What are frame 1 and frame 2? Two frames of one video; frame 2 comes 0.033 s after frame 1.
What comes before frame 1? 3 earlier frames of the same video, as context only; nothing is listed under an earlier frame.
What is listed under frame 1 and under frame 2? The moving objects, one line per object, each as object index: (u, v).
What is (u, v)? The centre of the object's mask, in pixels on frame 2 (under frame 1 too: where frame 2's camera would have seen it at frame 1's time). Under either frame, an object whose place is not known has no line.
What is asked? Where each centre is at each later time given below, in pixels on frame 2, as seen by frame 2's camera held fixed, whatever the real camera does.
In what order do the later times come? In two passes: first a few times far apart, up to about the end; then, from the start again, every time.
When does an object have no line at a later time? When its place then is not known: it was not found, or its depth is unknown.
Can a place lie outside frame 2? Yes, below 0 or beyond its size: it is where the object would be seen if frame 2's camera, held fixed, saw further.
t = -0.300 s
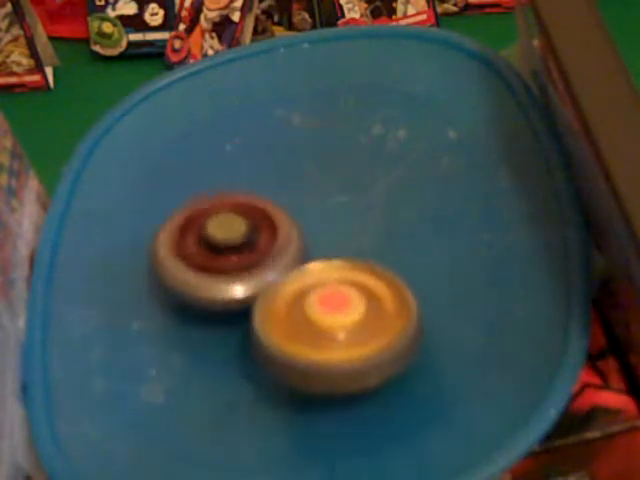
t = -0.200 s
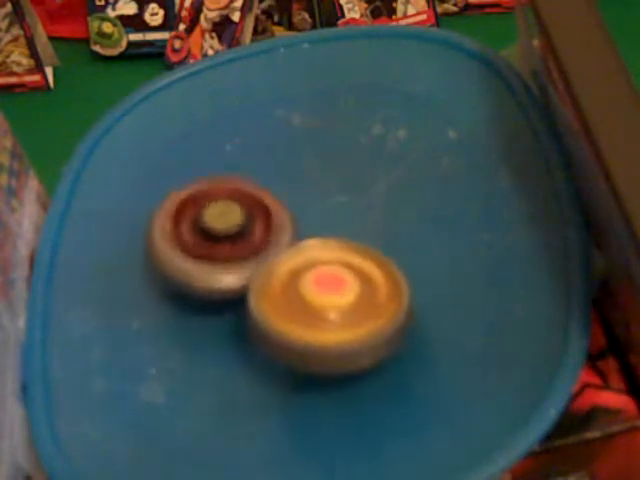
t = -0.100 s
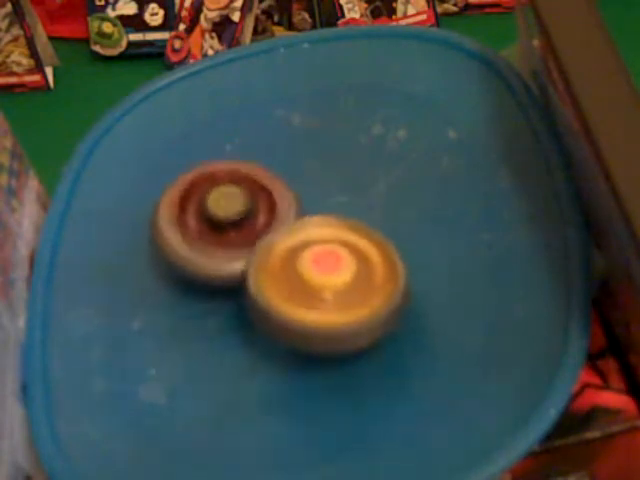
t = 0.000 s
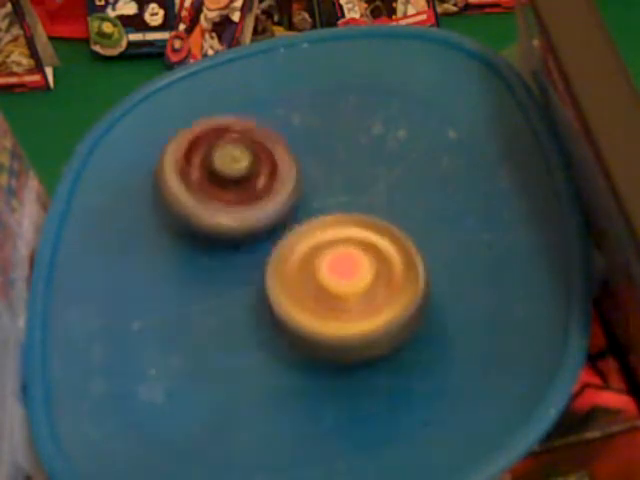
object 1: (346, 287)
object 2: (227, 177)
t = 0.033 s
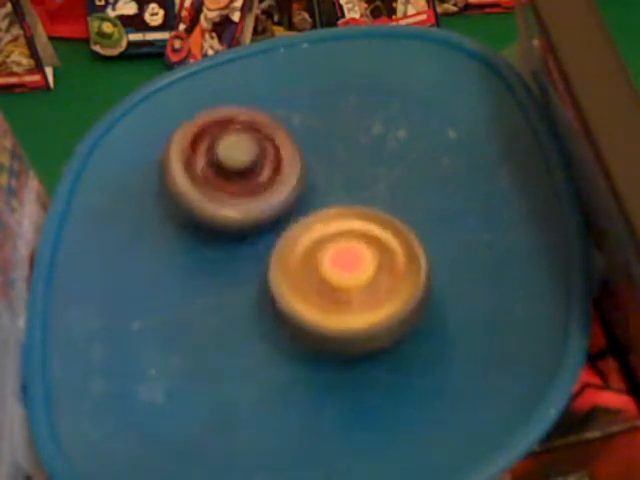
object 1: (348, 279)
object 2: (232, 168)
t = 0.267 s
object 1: (371, 230)
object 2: (290, 120)
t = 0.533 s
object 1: (390, 270)
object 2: (358, 68)
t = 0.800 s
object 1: (394, 296)
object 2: (374, 100)
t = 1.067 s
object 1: (361, 307)
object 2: (309, 164)
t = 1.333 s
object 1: (318, 287)
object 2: (205, 188)
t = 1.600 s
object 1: (305, 240)
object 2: (179, 160)
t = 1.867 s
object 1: (326, 197)
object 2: (227, 134)
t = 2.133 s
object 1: (387, 204)
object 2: (258, 151)
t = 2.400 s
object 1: (409, 235)
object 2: (222, 193)
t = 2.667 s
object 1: (357, 275)
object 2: (189, 220)
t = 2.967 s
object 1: (324, 297)
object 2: (181, 185)
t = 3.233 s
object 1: (320, 257)
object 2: (221, 179)
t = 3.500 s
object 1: (368, 236)
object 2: (255, 170)
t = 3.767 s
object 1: (398, 225)
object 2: (253, 205)
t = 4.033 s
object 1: (381, 234)
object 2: (219, 227)
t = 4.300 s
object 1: (365, 246)
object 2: (217, 204)
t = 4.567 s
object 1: (356, 245)
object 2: (228, 200)
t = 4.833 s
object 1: (374, 256)
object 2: (223, 194)
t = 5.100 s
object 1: (361, 259)
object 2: (229, 235)
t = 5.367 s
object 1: (347, 256)
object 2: (200, 223)
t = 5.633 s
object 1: (342, 228)
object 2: (211, 241)
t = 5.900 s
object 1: (349, 198)
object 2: (217, 244)
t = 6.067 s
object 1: (359, 186)
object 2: (215, 234)
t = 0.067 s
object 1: (351, 271)
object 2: (238, 160)
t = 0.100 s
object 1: (354, 264)
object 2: (245, 152)
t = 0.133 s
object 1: (358, 257)
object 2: (253, 144)
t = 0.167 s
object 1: (361, 249)
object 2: (261, 137)
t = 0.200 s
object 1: (364, 242)
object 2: (271, 130)
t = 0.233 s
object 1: (367, 236)
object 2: (280, 125)
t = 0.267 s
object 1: (371, 230)
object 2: (290, 120)
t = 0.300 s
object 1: (374, 224)
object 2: (300, 116)
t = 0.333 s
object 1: (377, 218)
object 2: (311, 112)
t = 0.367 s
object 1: (380, 214)
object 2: (320, 109)
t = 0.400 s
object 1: (383, 208)
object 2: (330, 107)
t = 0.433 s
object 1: (386, 204)
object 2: (339, 104)
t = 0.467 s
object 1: (391, 224)
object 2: (351, 98)
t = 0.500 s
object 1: (392, 250)
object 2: (355, 80)
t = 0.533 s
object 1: (390, 270)
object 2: (358, 68)
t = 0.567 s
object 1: (387, 282)
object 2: (363, 64)
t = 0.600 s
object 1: (388, 285)
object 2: (370, 65)
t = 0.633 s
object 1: (391, 287)
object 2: (373, 69)
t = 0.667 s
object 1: (393, 288)
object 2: (376, 74)
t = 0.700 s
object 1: (395, 290)
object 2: (377, 79)
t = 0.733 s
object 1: (396, 291)
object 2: (376, 86)
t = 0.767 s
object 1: (395, 294)
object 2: (377, 91)
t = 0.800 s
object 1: (394, 296)
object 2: (374, 100)
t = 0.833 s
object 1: (392, 299)
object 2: (372, 108)
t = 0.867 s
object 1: (389, 300)
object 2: (364, 118)
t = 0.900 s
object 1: (386, 302)
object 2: (359, 126)
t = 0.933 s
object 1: (382, 304)
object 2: (351, 134)
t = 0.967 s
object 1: (377, 306)
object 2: (343, 142)
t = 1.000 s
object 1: (372, 307)
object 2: (332, 150)
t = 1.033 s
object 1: (367, 308)
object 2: (322, 156)
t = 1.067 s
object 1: (361, 307)
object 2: (309, 164)
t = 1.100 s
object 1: (355, 306)
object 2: (297, 169)
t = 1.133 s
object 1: (349, 305)
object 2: (281, 176)
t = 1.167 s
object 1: (344, 304)
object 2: (266, 180)
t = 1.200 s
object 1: (339, 302)
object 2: (252, 184)
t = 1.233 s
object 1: (333, 299)
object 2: (239, 186)
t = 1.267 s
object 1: (328, 296)
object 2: (226, 188)
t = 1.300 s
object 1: (323, 291)
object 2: (215, 189)
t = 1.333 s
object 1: (318, 287)
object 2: (205, 188)
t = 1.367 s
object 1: (315, 282)
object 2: (196, 187)
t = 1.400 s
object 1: (311, 277)
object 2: (189, 185)
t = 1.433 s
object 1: (308, 271)
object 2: (182, 182)
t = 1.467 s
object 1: (306, 265)
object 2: (179, 177)
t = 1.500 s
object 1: (305, 259)
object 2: (177, 174)
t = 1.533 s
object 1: (304, 252)
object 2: (176, 169)
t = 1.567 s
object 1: (305, 246)
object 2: (178, 165)
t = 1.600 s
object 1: (305, 240)
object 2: (179, 160)
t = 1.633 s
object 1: (307, 233)
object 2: (183, 156)
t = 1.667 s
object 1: (308, 226)
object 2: (187, 153)
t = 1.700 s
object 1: (309, 219)
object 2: (192, 149)
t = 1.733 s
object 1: (311, 213)
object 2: (198, 146)
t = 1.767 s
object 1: (313, 206)
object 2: (205, 143)
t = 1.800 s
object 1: (315, 199)
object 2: (211, 141)
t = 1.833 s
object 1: (319, 196)
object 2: (218, 139)
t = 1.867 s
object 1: (326, 197)
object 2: (227, 134)
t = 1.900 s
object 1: (332, 196)
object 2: (232, 131)
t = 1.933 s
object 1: (336, 192)
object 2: (239, 131)
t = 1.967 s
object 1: (347, 194)
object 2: (245, 132)
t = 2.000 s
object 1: (354, 195)
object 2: (250, 132)
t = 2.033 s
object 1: (361, 194)
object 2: (255, 137)
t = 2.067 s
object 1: (368, 197)
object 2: (258, 142)
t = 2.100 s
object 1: (374, 199)
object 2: (260, 148)
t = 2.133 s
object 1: (387, 204)
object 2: (258, 151)
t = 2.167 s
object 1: (397, 210)
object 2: (253, 151)
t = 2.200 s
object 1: (402, 213)
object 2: (251, 156)
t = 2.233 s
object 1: (406, 215)
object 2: (247, 162)
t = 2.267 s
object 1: (409, 219)
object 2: (244, 169)
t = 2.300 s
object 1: (411, 222)
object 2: (240, 175)
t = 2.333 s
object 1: (411, 226)
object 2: (234, 180)
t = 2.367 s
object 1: (411, 231)
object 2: (228, 187)
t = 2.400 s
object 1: (409, 235)
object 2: (222, 193)
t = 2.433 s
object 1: (406, 241)
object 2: (217, 197)
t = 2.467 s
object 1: (403, 247)
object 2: (212, 203)
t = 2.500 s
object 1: (397, 253)
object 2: (207, 205)
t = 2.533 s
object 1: (392, 257)
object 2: (203, 209)
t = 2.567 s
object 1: (384, 262)
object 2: (198, 214)
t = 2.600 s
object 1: (375, 268)
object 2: (194, 215)
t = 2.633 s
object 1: (366, 271)
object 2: (191, 218)
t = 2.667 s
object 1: (357, 275)
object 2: (189, 220)
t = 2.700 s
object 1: (348, 276)
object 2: (188, 220)
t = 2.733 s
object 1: (338, 277)
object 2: (189, 222)
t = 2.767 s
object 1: (328, 279)
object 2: (189, 222)
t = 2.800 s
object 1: (319, 278)
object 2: (190, 223)
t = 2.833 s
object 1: (317, 284)
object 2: (189, 221)
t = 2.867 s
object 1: (328, 295)
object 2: (178, 207)
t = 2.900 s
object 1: (332, 300)
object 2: (170, 194)
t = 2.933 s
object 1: (331, 301)
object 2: (172, 188)
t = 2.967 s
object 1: (324, 297)
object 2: (181, 185)
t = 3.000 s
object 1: (320, 292)
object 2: (187, 186)
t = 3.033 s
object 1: (317, 287)
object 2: (191, 185)
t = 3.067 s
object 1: (314, 281)
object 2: (196, 184)
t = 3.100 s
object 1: (312, 276)
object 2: (203, 184)
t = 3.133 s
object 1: (312, 269)
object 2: (208, 184)
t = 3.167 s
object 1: (309, 263)
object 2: (213, 184)
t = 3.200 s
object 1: (312, 259)
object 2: (217, 184)
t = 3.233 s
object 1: (320, 257)
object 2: (221, 179)
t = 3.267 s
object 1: (321, 253)
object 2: (226, 176)
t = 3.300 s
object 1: (331, 248)
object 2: (229, 174)
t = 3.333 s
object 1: (344, 253)
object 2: (232, 169)
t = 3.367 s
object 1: (348, 252)
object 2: (237, 166)
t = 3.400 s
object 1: (352, 248)
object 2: (244, 165)
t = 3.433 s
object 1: (357, 242)
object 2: (248, 167)
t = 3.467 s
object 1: (362, 239)
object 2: (251, 168)
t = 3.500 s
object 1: (368, 236)
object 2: (255, 170)
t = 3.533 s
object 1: (373, 233)
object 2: (258, 173)
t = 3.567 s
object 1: (379, 231)
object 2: (259, 177)
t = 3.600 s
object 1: (383, 230)
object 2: (260, 181)
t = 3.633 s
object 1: (387, 228)
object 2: (260, 186)
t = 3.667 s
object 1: (391, 227)
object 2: (260, 192)
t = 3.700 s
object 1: (394, 227)
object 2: (258, 196)
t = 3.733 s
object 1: (397, 226)
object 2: (254, 200)
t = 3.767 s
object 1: (398, 225)
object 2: (253, 205)
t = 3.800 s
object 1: (398, 226)
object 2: (247, 210)
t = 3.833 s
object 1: (397, 227)
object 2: (243, 213)
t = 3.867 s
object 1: (395, 228)
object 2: (240, 217)
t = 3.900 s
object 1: (393, 229)
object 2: (234, 221)
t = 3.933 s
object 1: (391, 229)
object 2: (231, 223)
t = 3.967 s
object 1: (388, 230)
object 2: (225, 224)
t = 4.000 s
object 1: (385, 231)
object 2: (222, 227)
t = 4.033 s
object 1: (381, 234)
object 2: (219, 227)
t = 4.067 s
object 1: (377, 235)
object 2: (218, 227)
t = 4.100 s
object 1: (371, 236)
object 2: (218, 227)
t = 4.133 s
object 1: (365, 238)
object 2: (217, 227)
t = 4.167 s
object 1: (361, 238)
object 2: (217, 224)
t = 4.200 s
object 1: (359, 240)
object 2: (217, 219)
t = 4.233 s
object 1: (357, 241)
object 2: (219, 217)
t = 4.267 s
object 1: (364, 244)
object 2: (220, 210)
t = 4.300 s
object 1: (365, 246)
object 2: (217, 204)
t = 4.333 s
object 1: (360, 246)
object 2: (221, 200)
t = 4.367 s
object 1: (357, 244)
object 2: (225, 200)
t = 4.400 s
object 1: (357, 243)
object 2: (227, 202)
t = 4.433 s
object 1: (357, 245)
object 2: (226, 202)
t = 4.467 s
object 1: (356, 244)
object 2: (228, 203)
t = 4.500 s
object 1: (356, 245)
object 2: (226, 202)
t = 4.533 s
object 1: (357, 245)
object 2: (226, 198)
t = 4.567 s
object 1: (356, 245)
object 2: (228, 200)
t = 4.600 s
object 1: (355, 243)
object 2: (228, 204)
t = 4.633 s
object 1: (353, 242)
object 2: (225, 209)
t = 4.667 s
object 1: (356, 240)
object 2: (223, 212)
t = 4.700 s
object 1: (362, 248)
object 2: (217, 208)
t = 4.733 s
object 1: (369, 254)
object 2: (212, 203)
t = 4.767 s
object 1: (371, 256)
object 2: (211, 199)
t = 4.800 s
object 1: (373, 255)
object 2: (215, 195)
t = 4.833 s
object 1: (374, 256)
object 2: (223, 194)
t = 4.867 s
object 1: (375, 256)
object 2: (228, 200)
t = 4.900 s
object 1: (375, 257)
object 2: (231, 206)
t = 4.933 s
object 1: (374, 257)
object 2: (231, 213)
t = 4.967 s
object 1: (372, 257)
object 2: (229, 220)
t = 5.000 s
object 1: (370, 257)
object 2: (230, 224)
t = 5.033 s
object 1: (368, 257)
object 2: (231, 228)
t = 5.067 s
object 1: (366, 257)
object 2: (229, 231)
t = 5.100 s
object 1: (361, 259)
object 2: (229, 235)
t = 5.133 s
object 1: (358, 259)
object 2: (226, 238)
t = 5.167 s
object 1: (357, 259)
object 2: (224, 235)
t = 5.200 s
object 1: (359, 262)
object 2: (217, 229)
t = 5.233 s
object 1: (357, 264)
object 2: (207, 225)
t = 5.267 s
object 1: (353, 262)
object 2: (200, 223)
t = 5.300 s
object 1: (352, 260)
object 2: (197, 222)
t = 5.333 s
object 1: (350, 257)
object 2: (199, 223)
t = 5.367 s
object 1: (347, 256)
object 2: (200, 223)
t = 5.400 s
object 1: (346, 253)
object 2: (203, 223)
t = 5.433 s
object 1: (345, 250)
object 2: (204, 225)
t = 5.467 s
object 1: (344, 248)
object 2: (206, 227)
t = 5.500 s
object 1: (342, 244)
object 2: (208, 229)
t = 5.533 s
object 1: (341, 241)
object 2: (209, 231)
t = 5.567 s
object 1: (342, 237)
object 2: (210, 234)
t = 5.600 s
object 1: (342, 233)
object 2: (211, 237)
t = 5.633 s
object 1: (342, 228)
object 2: (211, 241)
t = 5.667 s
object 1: (342, 224)
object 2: (212, 245)
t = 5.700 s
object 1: (342, 220)
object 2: (212, 248)
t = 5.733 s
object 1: (343, 216)
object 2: (213, 251)
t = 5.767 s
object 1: (343, 212)
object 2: (212, 252)
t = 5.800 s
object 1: (344, 209)
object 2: (213, 252)
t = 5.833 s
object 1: (346, 204)
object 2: (215, 249)
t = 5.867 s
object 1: (347, 201)
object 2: (216, 246)
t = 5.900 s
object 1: (349, 198)
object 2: (217, 244)
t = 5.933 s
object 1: (350, 195)
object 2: (217, 241)
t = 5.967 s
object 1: (353, 192)
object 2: (218, 238)
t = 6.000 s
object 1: (355, 190)
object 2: (216, 236)
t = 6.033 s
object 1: (357, 187)
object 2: (216, 235)
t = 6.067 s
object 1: (359, 186)
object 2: (215, 234)
